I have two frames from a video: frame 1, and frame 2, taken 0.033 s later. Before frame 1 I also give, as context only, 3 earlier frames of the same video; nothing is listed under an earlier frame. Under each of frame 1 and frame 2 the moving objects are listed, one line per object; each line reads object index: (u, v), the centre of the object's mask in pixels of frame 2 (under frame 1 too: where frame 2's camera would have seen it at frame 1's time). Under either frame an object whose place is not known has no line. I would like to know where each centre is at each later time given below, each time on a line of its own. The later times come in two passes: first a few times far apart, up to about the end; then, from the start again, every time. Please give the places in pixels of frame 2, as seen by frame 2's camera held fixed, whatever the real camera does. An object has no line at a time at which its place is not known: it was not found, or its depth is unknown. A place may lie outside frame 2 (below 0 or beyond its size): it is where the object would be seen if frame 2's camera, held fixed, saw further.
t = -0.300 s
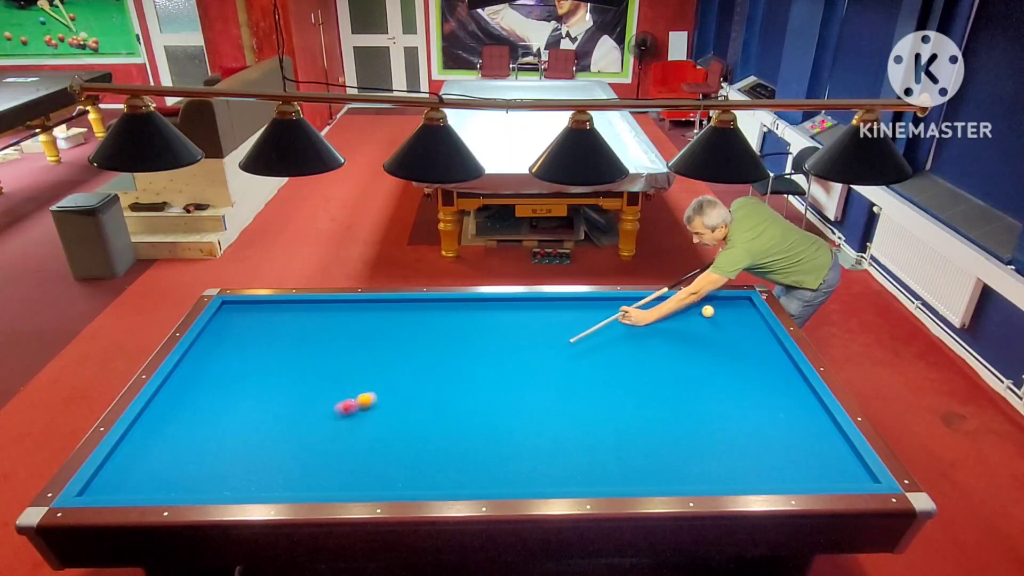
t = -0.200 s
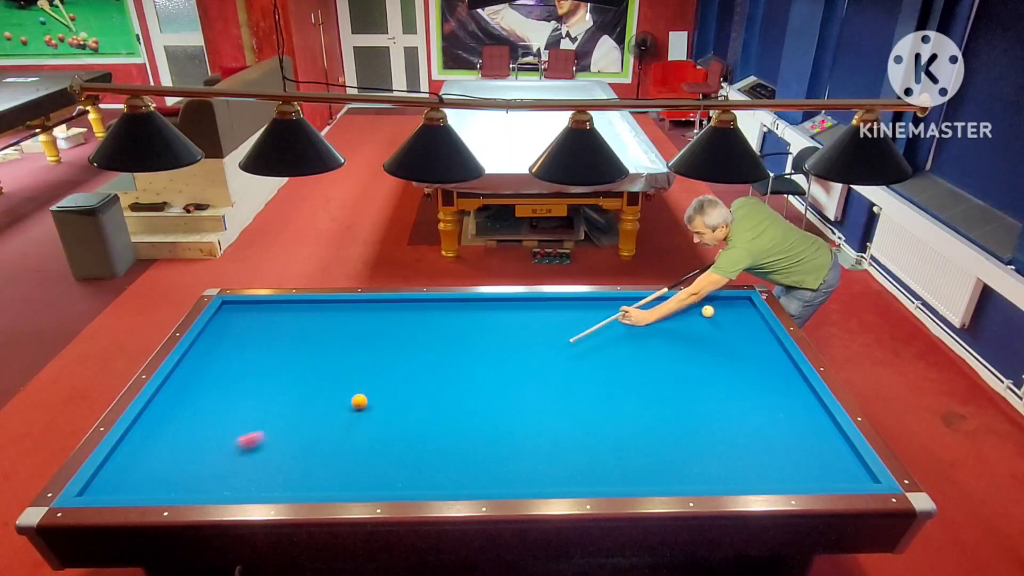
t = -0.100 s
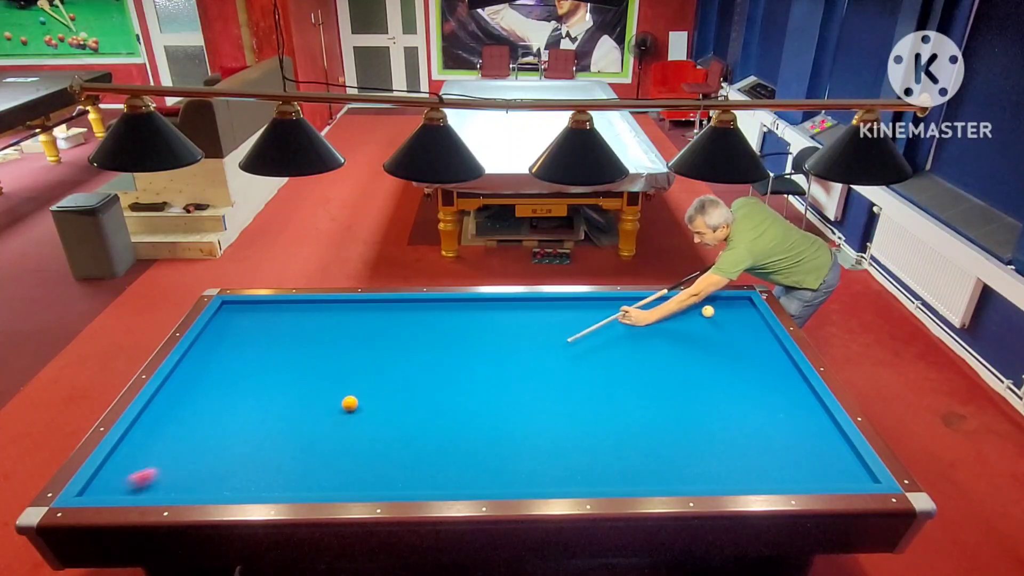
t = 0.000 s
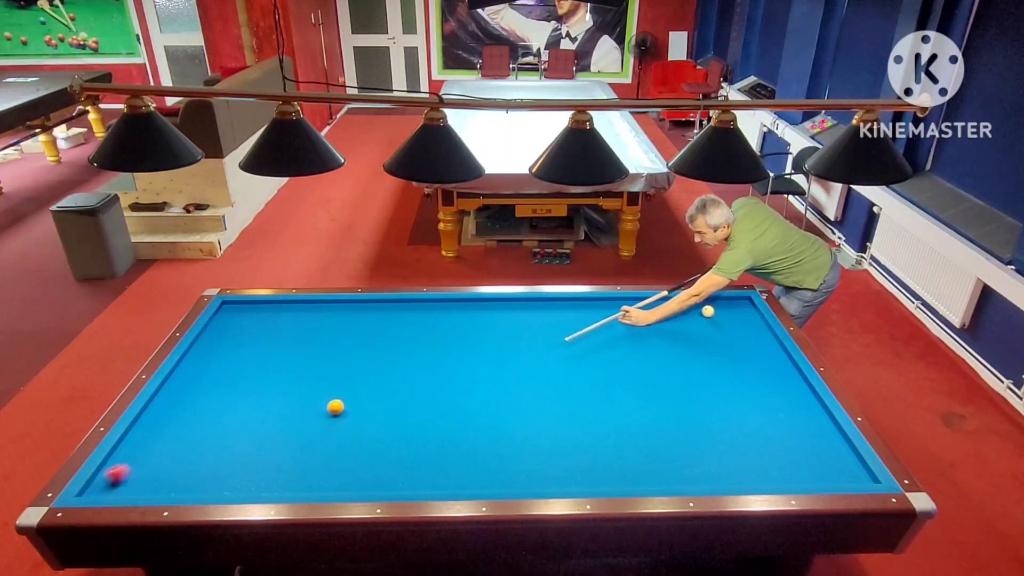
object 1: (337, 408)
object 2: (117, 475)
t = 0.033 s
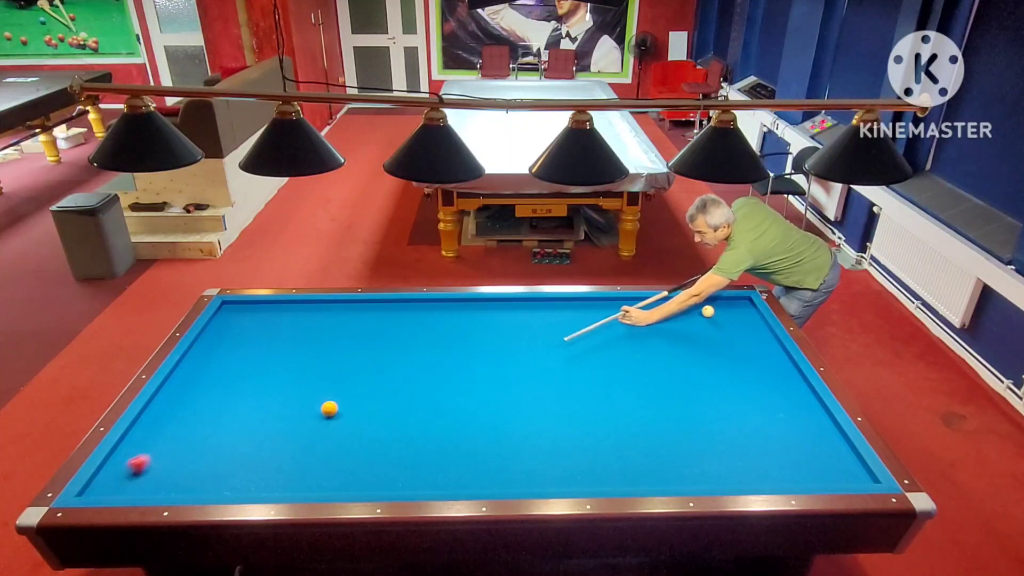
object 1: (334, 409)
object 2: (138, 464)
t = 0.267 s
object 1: (272, 426)
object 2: (258, 410)
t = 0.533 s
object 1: (187, 451)
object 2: (352, 368)
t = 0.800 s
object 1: (99, 479)
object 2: (429, 333)
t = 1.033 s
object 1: (158, 473)
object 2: (487, 308)
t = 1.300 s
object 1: (226, 448)
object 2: (547, 314)
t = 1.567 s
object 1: (285, 426)
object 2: (612, 329)
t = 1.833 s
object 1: (339, 406)
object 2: (680, 346)
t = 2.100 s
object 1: (387, 387)
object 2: (752, 364)
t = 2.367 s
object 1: (432, 371)
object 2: (786, 386)
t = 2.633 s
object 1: (473, 356)
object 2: (762, 414)
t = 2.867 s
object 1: (506, 344)
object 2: (741, 441)
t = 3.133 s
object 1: (540, 331)
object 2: (713, 475)
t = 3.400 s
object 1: (573, 319)
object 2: (667, 466)
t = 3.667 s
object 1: (602, 308)
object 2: (622, 448)
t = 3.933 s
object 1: (630, 301)
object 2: (579, 432)
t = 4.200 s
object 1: (654, 306)
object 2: (540, 416)
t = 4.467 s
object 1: (678, 311)
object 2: (504, 402)
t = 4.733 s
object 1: (702, 316)
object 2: (471, 389)
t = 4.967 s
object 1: (721, 321)
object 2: (443, 379)
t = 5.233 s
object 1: (743, 328)
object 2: (414, 367)
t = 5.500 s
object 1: (765, 334)
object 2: (387, 356)
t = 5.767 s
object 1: (767, 339)
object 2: (362, 347)
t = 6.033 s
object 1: (760, 344)
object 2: (338, 337)
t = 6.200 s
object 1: (756, 346)
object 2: (324, 332)
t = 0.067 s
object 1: (325, 411)
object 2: (159, 455)
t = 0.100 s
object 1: (318, 413)
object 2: (178, 446)
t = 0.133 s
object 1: (310, 415)
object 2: (196, 438)
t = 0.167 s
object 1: (301, 417)
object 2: (213, 430)
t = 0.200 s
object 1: (292, 420)
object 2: (230, 423)
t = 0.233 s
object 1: (282, 423)
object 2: (244, 416)
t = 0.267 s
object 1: (272, 426)
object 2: (258, 410)
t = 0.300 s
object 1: (261, 430)
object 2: (272, 404)
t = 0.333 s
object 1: (251, 432)
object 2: (285, 398)
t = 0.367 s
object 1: (241, 435)
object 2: (297, 393)
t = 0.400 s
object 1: (231, 438)
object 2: (308, 387)
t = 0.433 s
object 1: (220, 442)
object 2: (320, 382)
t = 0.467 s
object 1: (209, 445)
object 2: (330, 377)
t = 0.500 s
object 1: (198, 448)
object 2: (342, 372)
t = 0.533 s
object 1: (187, 451)
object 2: (352, 368)
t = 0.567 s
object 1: (176, 454)
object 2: (362, 363)
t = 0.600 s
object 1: (165, 458)
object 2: (372, 359)
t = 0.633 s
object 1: (154, 461)
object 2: (383, 354)
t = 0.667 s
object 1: (142, 464)
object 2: (392, 350)
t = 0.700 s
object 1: (131, 468)
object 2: (402, 346)
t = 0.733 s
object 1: (119, 471)
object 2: (411, 341)
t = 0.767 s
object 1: (107, 475)
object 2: (420, 337)
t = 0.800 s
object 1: (99, 479)
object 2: (429, 333)
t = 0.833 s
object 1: (103, 485)
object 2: (438, 329)
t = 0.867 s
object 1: (105, 489)
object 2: (447, 326)
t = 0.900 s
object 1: (115, 488)
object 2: (455, 322)
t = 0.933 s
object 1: (127, 485)
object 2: (463, 318)
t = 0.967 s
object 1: (138, 480)
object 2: (471, 315)
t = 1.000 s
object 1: (149, 476)
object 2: (479, 311)
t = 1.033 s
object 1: (158, 473)
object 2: (487, 308)
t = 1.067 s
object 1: (167, 469)
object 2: (495, 304)
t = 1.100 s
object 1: (176, 466)
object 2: (502, 301)
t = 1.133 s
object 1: (185, 463)
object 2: (510, 303)
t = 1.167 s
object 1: (193, 460)
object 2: (517, 305)
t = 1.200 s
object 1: (201, 457)
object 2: (525, 308)
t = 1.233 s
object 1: (209, 453)
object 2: (532, 310)
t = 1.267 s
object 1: (217, 450)
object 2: (540, 312)
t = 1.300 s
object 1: (226, 448)
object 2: (547, 314)
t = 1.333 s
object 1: (233, 445)
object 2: (555, 316)
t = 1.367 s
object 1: (241, 442)
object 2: (563, 317)
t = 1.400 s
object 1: (249, 439)
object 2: (571, 320)
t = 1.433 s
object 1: (256, 436)
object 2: (579, 321)
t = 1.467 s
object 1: (264, 434)
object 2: (587, 323)
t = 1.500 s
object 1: (271, 431)
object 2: (595, 325)
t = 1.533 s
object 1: (278, 428)
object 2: (604, 328)
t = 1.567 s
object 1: (285, 426)
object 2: (612, 329)
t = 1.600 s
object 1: (292, 423)
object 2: (620, 331)
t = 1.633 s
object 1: (299, 420)
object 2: (628, 333)
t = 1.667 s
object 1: (306, 418)
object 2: (636, 336)
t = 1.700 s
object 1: (313, 415)
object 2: (645, 338)
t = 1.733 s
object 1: (319, 413)
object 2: (653, 340)
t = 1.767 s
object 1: (326, 410)
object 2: (662, 342)
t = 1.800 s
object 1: (332, 408)
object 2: (671, 344)
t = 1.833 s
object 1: (339, 406)
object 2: (680, 346)
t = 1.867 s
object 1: (345, 403)
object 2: (688, 348)
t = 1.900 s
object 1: (351, 401)
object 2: (697, 350)
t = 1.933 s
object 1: (357, 399)
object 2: (706, 352)
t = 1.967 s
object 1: (363, 396)
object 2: (715, 355)
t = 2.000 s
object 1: (370, 394)
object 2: (724, 357)
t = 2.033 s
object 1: (376, 392)
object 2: (734, 359)
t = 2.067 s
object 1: (382, 390)
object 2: (743, 361)
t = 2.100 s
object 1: (387, 387)
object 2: (752, 364)
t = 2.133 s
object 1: (393, 385)
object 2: (762, 366)
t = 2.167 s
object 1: (399, 383)
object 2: (771, 368)
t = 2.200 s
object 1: (405, 381)
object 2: (781, 371)
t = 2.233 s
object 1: (410, 379)
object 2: (791, 373)
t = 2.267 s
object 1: (416, 377)
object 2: (798, 376)
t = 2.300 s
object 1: (421, 375)
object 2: (793, 379)
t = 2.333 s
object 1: (427, 373)
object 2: (789, 383)
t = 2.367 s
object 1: (432, 371)
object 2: (786, 386)
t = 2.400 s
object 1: (437, 369)
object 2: (782, 390)
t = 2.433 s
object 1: (442, 367)
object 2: (779, 393)
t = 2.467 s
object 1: (448, 365)
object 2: (777, 396)
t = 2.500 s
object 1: (453, 363)
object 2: (774, 400)
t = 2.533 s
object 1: (458, 361)
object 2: (771, 404)
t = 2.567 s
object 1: (463, 359)
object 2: (768, 407)
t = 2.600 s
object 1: (468, 358)
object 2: (765, 411)
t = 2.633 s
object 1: (473, 356)
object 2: (762, 414)
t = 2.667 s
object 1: (478, 354)
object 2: (759, 418)
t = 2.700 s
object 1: (482, 352)
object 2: (756, 422)
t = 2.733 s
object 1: (487, 351)
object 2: (753, 426)
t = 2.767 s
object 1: (492, 349)
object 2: (750, 430)
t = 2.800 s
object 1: (496, 347)
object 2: (747, 433)
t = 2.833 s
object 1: (501, 345)
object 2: (744, 438)
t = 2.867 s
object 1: (506, 344)
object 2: (741, 441)
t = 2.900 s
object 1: (510, 342)
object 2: (737, 446)
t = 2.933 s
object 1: (515, 340)
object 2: (734, 450)
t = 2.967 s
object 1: (519, 339)
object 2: (731, 454)
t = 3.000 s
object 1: (523, 337)
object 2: (728, 458)
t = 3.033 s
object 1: (528, 336)
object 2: (724, 462)
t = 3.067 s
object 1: (532, 334)
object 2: (721, 466)
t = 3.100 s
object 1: (536, 332)
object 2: (717, 471)
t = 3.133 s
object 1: (540, 331)
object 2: (713, 475)
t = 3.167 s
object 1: (545, 329)
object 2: (710, 478)
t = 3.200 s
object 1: (549, 328)
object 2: (704, 480)
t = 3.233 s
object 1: (553, 326)
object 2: (698, 478)
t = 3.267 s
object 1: (557, 325)
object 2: (692, 476)
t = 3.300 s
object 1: (561, 323)
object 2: (685, 473)
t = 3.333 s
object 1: (565, 322)
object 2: (679, 471)
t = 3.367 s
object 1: (569, 321)
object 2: (673, 469)
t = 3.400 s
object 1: (573, 319)
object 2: (667, 466)
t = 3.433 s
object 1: (577, 318)
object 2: (661, 464)
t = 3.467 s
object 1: (580, 316)
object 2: (656, 462)
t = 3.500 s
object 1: (584, 315)
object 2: (650, 459)
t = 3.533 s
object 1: (588, 314)
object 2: (644, 457)
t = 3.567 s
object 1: (591, 312)
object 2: (638, 454)
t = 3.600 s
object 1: (595, 311)
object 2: (633, 452)
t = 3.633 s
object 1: (599, 309)
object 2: (627, 450)
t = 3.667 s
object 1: (602, 308)
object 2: (622, 448)
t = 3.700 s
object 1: (606, 307)
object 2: (616, 446)
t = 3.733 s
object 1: (609, 306)
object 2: (611, 444)
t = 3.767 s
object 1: (613, 304)
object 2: (605, 442)
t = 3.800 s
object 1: (616, 303)
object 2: (600, 440)
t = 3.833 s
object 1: (620, 302)
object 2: (595, 437)
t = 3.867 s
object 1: (623, 300)
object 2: (590, 436)
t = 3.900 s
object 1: (626, 301)
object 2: (585, 433)
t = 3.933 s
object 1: (630, 301)
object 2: (579, 432)
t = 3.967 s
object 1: (632, 302)
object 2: (574, 430)
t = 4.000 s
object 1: (636, 303)
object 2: (569, 428)
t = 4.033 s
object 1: (639, 303)
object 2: (564, 426)
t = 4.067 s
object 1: (642, 304)
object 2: (560, 424)
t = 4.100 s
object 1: (645, 305)
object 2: (555, 422)
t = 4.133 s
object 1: (648, 305)
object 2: (550, 420)
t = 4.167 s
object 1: (651, 306)
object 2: (545, 418)
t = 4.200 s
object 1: (654, 306)
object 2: (540, 416)
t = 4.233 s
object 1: (657, 307)
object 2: (536, 415)
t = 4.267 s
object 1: (660, 307)
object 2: (531, 413)
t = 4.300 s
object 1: (663, 308)
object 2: (527, 411)
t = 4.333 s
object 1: (666, 309)
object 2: (522, 409)
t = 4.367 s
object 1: (669, 309)
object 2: (518, 407)
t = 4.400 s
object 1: (672, 310)
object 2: (513, 406)
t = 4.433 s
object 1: (675, 310)
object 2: (509, 404)
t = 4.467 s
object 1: (678, 311)
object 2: (504, 402)
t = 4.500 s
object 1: (681, 312)
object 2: (500, 401)
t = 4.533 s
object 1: (684, 312)
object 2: (496, 399)
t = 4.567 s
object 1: (687, 313)
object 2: (492, 397)
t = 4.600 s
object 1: (690, 314)
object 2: (487, 396)
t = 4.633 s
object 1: (693, 314)
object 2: (483, 394)
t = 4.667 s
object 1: (696, 315)
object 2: (479, 393)
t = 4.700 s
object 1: (698, 316)
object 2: (475, 391)
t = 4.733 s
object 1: (702, 316)
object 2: (471, 389)
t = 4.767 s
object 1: (705, 316)
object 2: (467, 387)
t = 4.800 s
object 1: (708, 317)
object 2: (463, 386)
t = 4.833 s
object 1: (710, 318)
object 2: (459, 384)
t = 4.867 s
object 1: (713, 319)
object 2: (455, 383)
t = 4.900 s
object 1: (716, 320)
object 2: (451, 382)
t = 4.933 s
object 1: (718, 320)
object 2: (447, 380)
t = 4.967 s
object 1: (721, 321)
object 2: (443, 379)
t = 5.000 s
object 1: (724, 322)
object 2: (440, 377)
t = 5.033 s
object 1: (726, 323)
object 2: (436, 376)
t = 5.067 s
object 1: (729, 324)
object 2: (432, 374)
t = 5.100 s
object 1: (732, 325)
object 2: (429, 372)
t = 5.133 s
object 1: (734, 325)
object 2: (425, 371)
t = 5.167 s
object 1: (737, 326)
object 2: (421, 370)
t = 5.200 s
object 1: (740, 327)
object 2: (418, 369)
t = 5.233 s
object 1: (743, 328)
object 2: (414, 367)
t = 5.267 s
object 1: (745, 329)
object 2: (411, 366)
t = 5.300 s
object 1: (748, 329)
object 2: (407, 364)
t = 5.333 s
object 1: (751, 330)
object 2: (404, 363)
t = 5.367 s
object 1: (754, 331)
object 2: (400, 362)
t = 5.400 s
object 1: (756, 332)
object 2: (397, 360)
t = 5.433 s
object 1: (759, 333)
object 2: (394, 359)
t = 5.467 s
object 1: (762, 333)
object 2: (390, 358)
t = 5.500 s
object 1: (765, 334)
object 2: (387, 356)
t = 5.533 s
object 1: (768, 335)
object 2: (384, 355)
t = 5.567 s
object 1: (770, 336)
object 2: (380, 354)
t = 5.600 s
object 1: (772, 337)
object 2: (377, 353)
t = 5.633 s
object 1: (771, 337)
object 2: (374, 352)
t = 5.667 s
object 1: (770, 338)
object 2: (371, 350)
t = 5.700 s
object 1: (769, 338)
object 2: (368, 349)
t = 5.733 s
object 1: (768, 339)
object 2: (364, 348)
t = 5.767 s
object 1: (767, 339)
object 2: (362, 347)
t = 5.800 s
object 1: (766, 340)
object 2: (359, 345)
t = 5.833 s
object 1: (765, 340)
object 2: (355, 344)
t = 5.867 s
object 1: (764, 341)
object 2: (352, 343)
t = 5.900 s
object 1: (764, 341)
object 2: (349, 342)
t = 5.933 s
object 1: (763, 342)
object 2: (346, 341)
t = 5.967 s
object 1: (762, 342)
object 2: (344, 340)
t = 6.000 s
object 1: (761, 343)
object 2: (341, 339)
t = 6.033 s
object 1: (760, 344)
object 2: (338, 337)
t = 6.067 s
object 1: (759, 344)
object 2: (335, 336)
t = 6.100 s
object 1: (759, 345)
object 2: (332, 336)
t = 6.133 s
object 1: (758, 345)
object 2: (329, 334)
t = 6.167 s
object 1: (757, 346)
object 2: (326, 333)
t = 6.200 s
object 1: (756, 346)
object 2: (324, 332)
